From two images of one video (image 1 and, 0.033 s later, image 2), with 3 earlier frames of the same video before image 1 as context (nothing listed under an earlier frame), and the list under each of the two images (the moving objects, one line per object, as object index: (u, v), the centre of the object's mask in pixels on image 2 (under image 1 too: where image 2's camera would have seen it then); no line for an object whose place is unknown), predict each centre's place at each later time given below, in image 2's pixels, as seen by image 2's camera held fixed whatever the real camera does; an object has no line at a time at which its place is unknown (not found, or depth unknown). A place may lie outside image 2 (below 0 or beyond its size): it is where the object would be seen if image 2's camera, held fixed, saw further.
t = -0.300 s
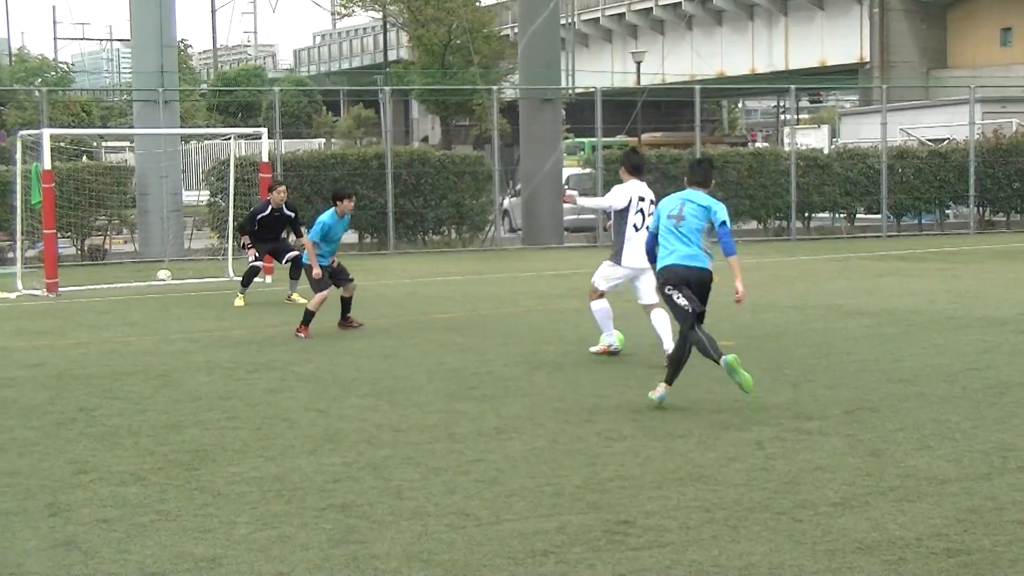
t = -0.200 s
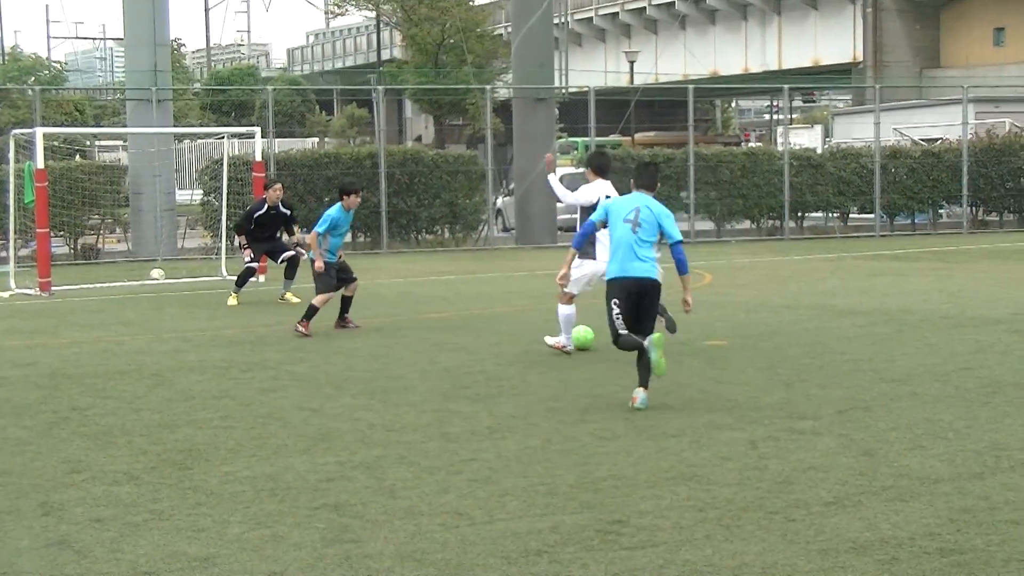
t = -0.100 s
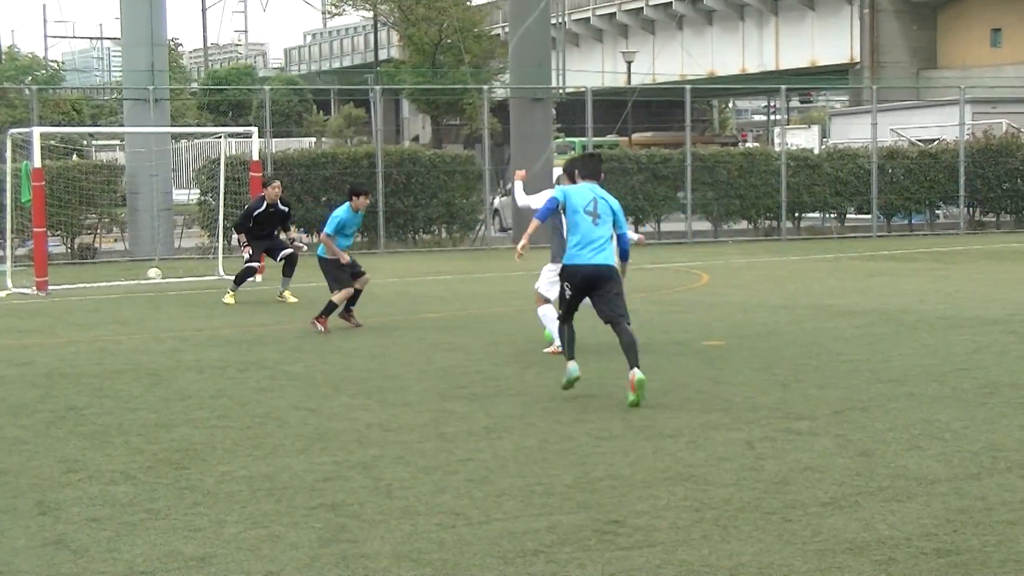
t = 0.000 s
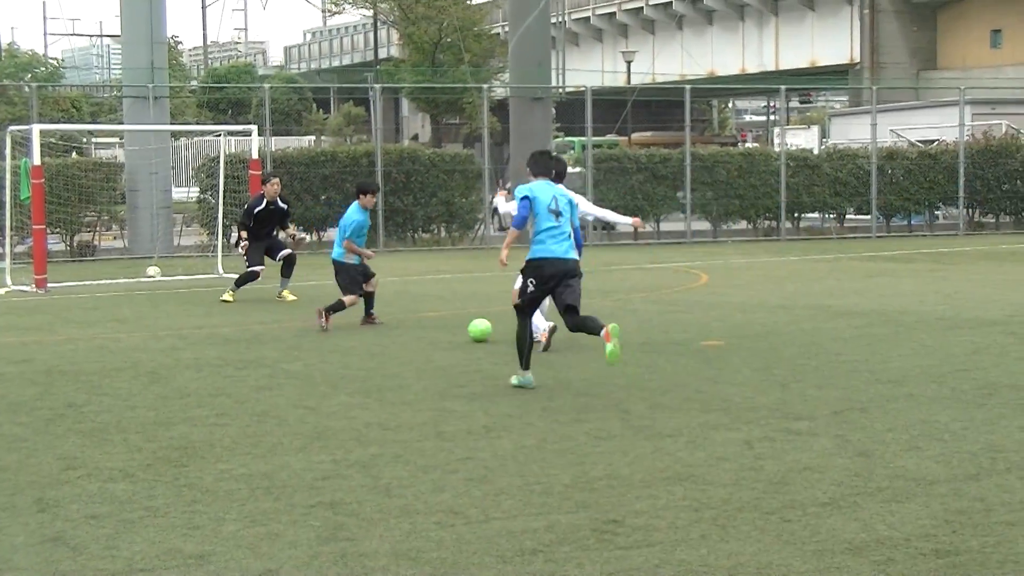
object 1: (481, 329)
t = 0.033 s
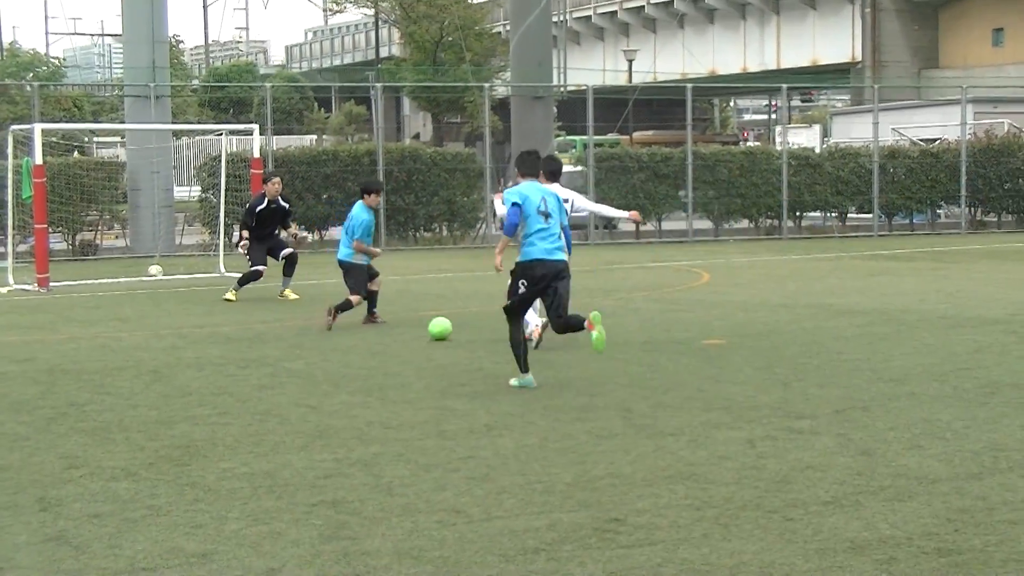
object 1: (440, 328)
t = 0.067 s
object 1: (400, 328)
